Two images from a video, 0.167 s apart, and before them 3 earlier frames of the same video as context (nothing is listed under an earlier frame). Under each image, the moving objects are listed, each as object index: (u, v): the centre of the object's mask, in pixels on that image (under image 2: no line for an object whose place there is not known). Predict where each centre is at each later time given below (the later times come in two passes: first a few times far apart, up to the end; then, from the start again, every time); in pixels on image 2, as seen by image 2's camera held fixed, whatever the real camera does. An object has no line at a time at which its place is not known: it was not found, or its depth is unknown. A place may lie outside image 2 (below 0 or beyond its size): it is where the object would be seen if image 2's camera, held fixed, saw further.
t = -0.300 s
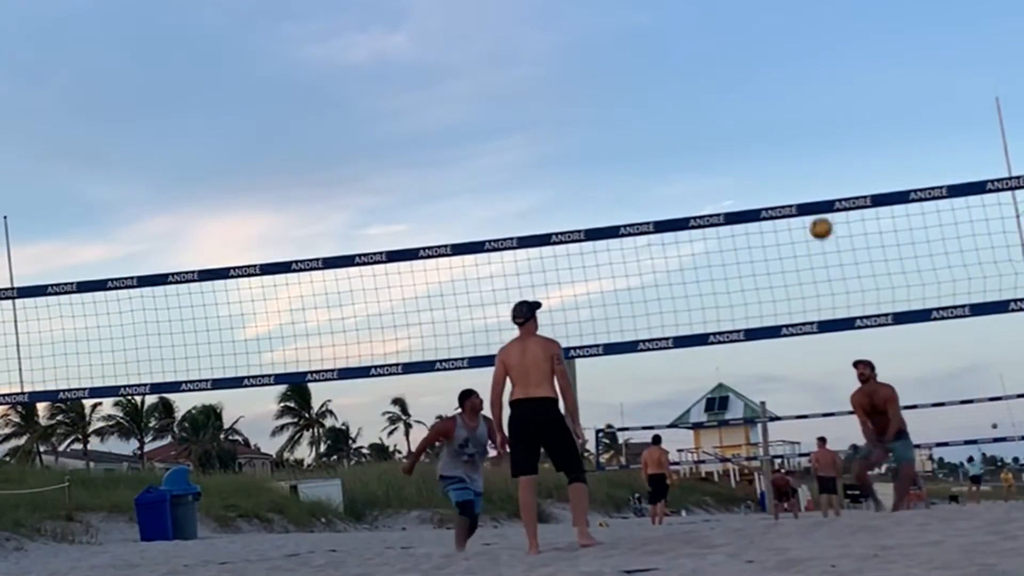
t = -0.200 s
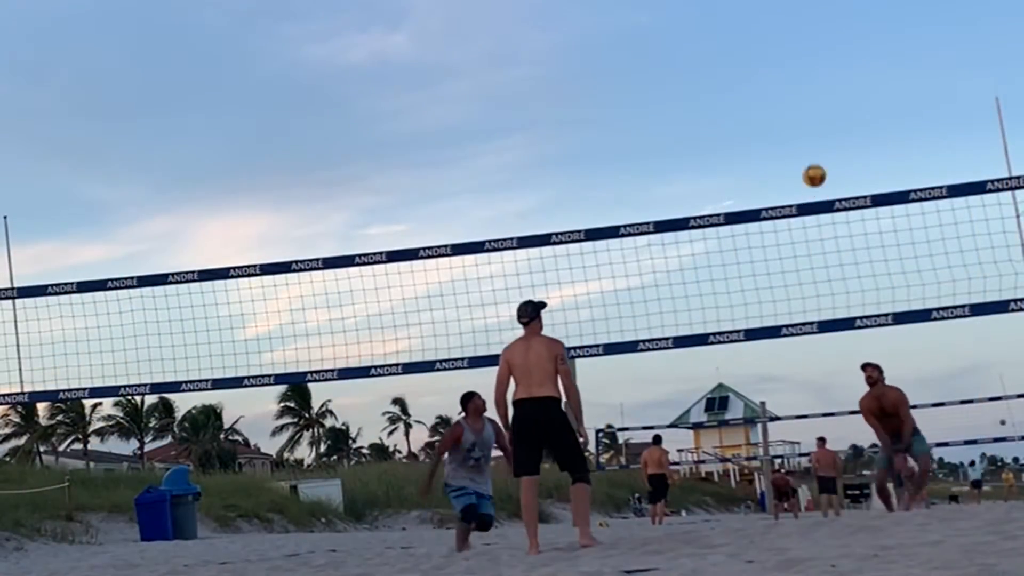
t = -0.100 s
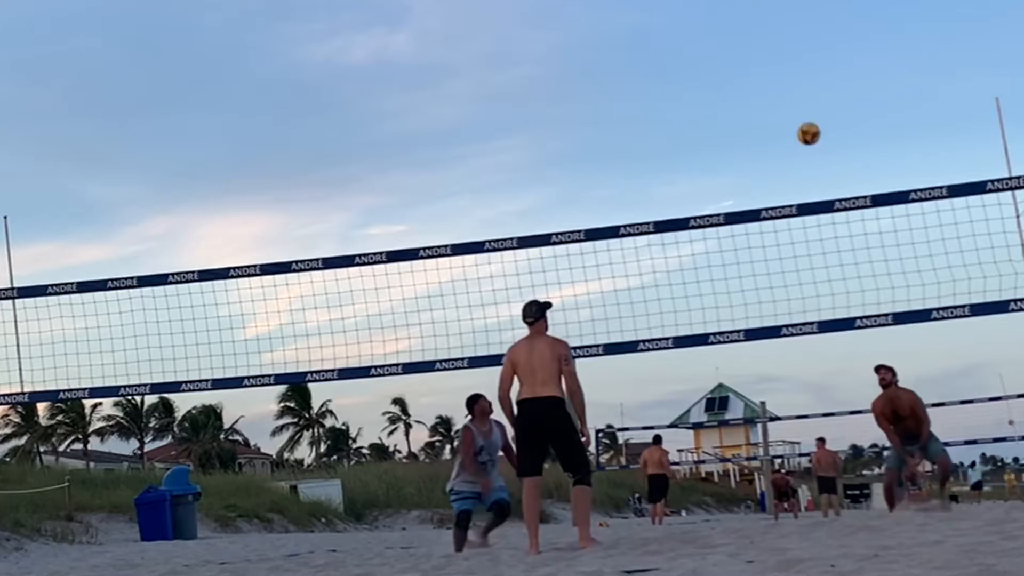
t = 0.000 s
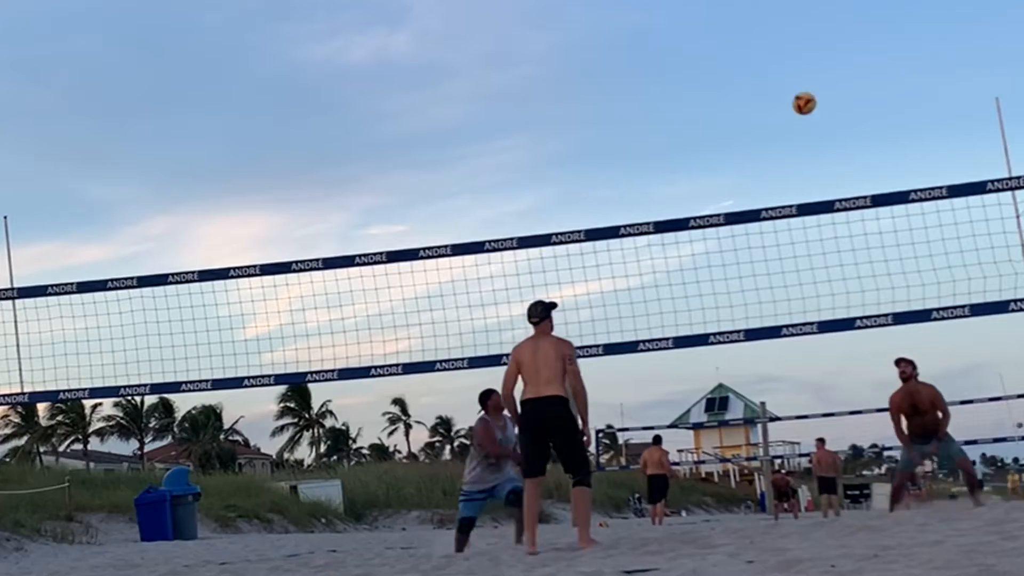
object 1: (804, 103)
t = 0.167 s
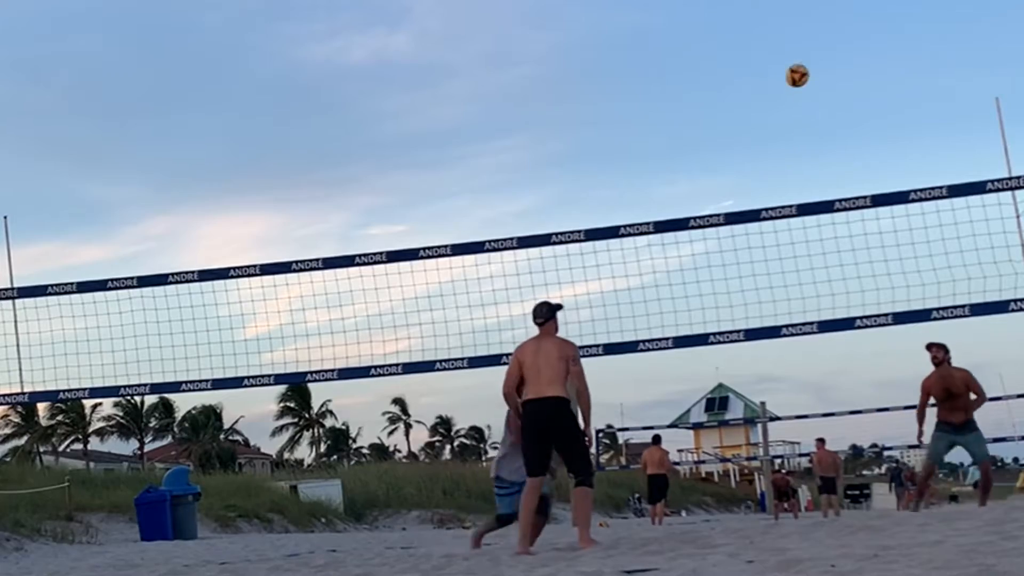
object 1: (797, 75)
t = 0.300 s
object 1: (793, 74)
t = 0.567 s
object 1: (787, 128)
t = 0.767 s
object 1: (785, 222)
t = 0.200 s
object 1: (796, 73)
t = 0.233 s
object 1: (795, 72)
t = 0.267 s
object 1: (794, 73)
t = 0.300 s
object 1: (793, 74)
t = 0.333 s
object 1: (792, 77)
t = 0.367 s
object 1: (791, 81)
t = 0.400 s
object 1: (790, 86)
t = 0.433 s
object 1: (789, 92)
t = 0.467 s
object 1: (789, 99)
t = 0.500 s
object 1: (788, 108)
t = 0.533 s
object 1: (788, 117)
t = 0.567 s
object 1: (787, 128)
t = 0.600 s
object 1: (786, 140)
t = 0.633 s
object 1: (786, 153)
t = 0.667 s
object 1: (785, 167)
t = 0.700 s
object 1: (785, 182)
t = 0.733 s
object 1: (785, 197)
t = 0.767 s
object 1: (785, 222)
